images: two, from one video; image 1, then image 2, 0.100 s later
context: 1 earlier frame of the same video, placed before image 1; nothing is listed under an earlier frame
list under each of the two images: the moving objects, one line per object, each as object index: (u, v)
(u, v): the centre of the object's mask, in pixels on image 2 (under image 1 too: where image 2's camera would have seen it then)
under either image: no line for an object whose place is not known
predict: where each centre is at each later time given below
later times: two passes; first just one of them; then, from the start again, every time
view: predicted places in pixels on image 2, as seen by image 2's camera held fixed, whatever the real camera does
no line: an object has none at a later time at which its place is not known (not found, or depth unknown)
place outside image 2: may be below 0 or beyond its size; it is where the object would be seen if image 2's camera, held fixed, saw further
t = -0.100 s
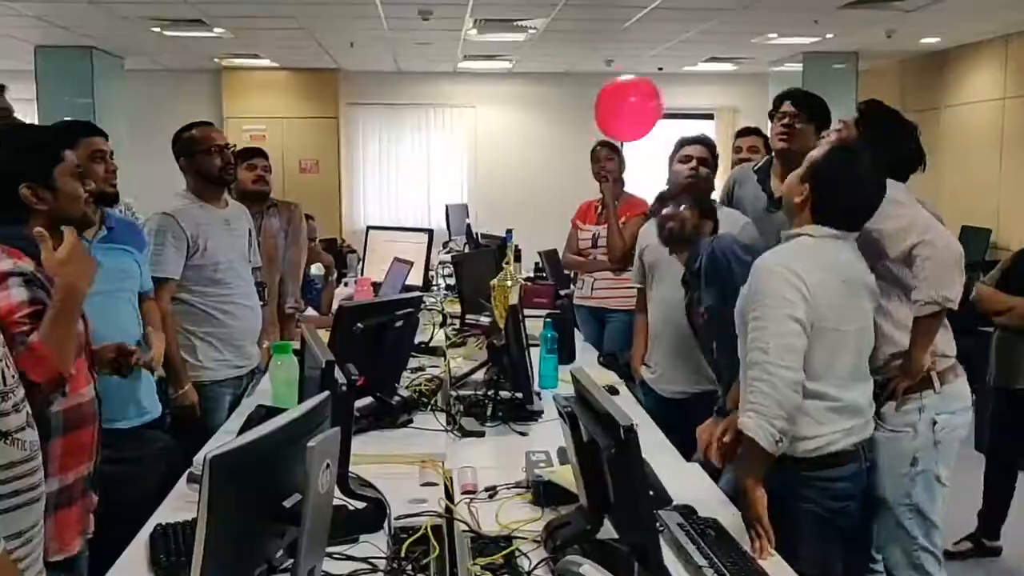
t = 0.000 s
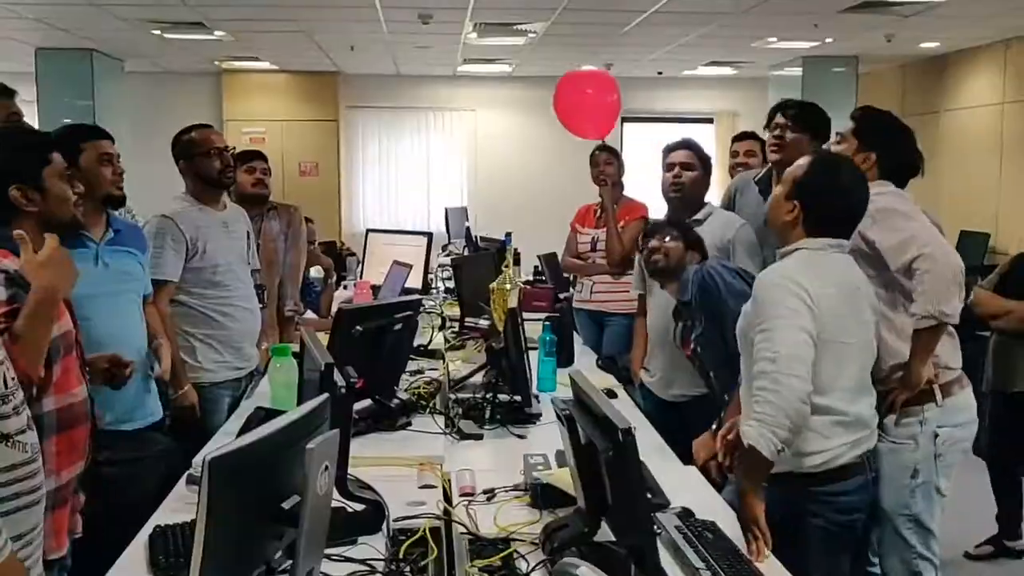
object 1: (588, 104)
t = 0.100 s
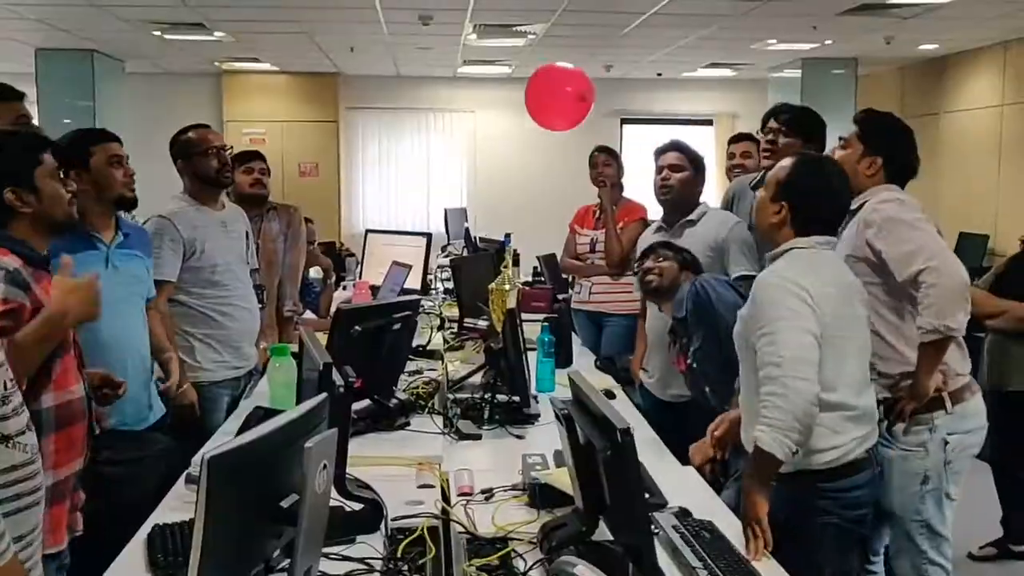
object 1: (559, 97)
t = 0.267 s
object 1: (535, 94)
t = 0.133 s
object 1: (552, 95)
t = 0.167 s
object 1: (547, 94)
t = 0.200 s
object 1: (542, 93)
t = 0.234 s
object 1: (538, 93)
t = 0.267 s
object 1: (535, 94)
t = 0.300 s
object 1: (532, 94)
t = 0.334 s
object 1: (529, 96)
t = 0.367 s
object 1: (526, 98)
